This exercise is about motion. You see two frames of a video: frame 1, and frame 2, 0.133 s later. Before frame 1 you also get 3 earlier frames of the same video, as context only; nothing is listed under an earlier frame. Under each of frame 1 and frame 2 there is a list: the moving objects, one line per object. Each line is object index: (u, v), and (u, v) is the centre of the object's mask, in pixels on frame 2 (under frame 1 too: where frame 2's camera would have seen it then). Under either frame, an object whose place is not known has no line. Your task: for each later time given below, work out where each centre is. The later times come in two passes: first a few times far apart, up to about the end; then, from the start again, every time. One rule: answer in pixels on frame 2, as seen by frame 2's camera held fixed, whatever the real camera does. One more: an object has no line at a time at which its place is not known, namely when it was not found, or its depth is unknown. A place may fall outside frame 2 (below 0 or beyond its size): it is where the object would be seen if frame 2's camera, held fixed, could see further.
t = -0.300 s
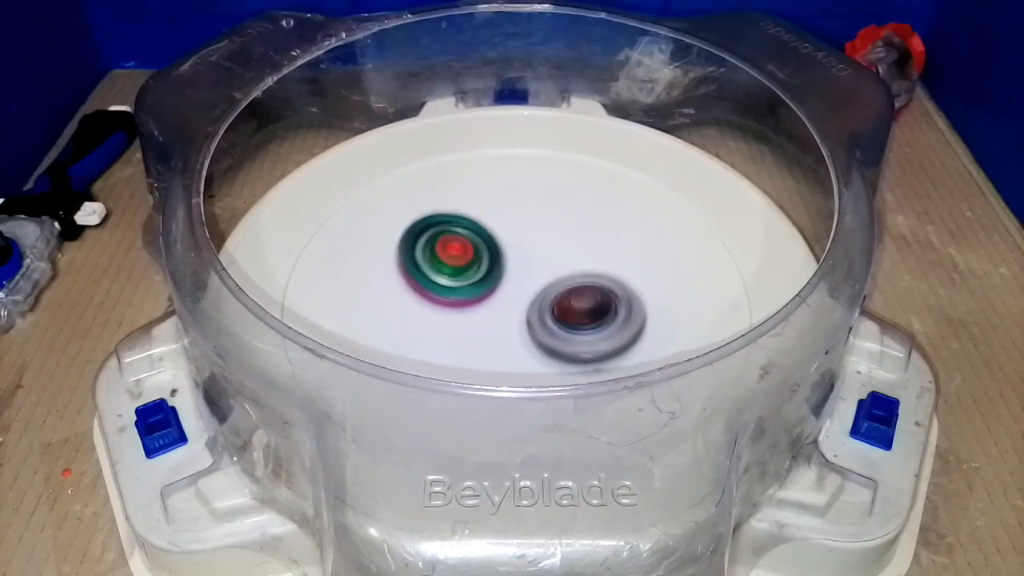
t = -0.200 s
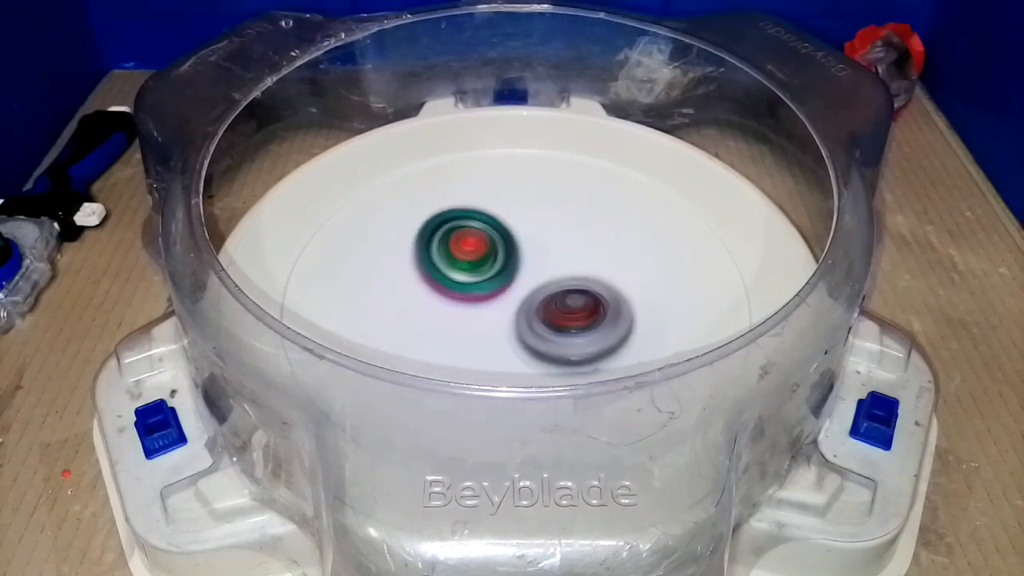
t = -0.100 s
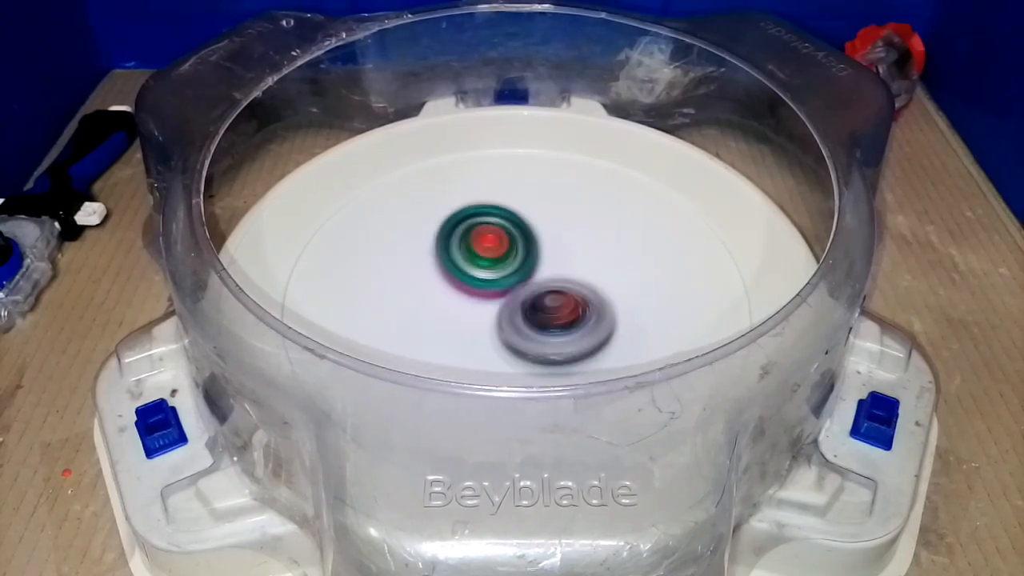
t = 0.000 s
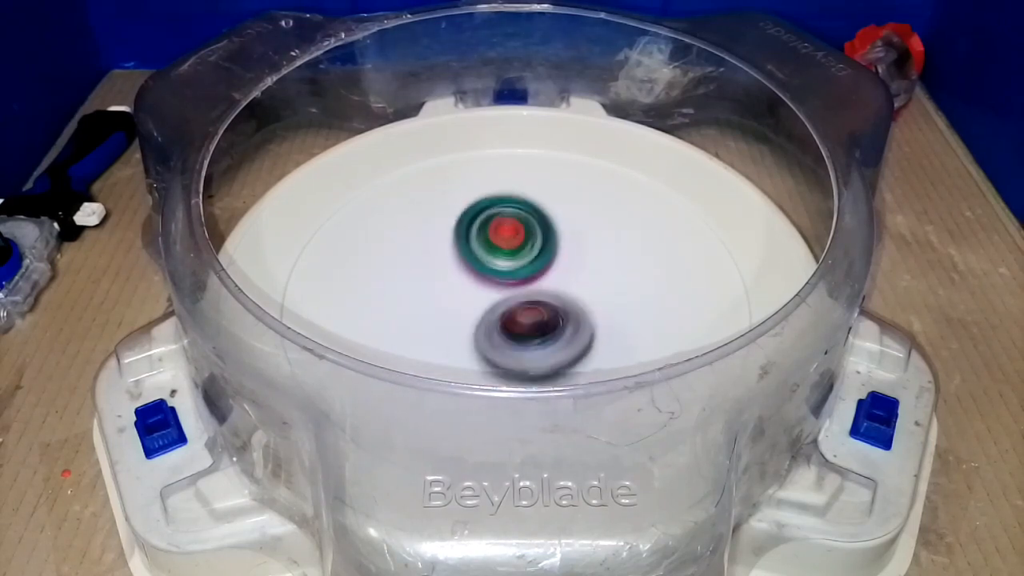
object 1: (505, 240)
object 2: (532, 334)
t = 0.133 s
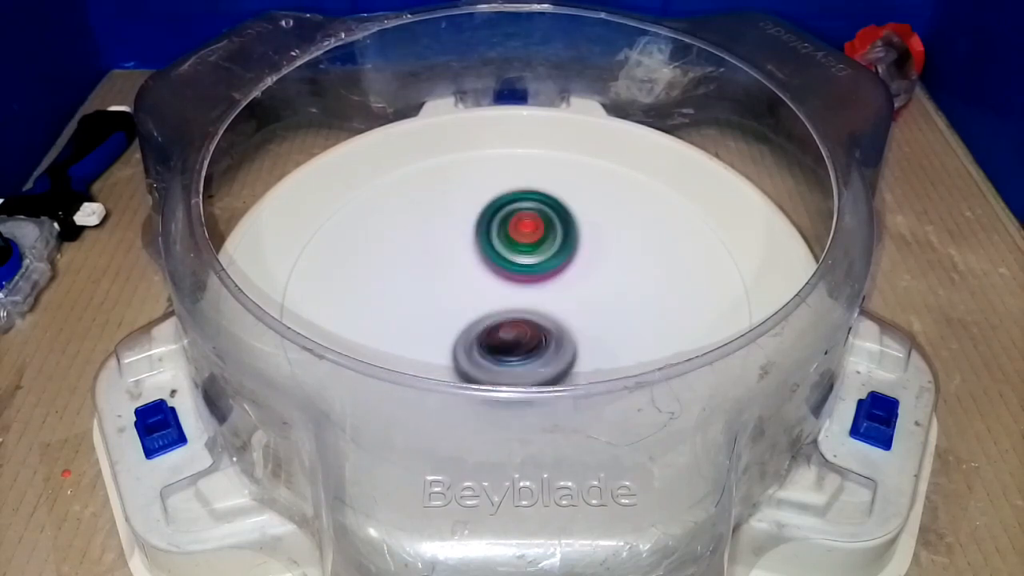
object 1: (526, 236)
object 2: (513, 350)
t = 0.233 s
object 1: (543, 239)
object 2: (499, 353)
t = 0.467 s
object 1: (574, 261)
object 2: (467, 340)
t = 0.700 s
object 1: (577, 289)
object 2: (447, 305)
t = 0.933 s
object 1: (556, 318)
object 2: (454, 268)
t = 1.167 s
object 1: (514, 335)
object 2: (477, 243)
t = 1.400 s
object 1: (465, 330)
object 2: (513, 239)
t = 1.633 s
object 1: (431, 308)
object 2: (538, 259)
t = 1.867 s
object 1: (430, 282)
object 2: (553, 290)
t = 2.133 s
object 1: (459, 260)
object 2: (540, 323)
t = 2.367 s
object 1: (499, 251)
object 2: (511, 334)
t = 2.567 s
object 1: (536, 257)
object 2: (479, 328)
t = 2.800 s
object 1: (565, 279)
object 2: (456, 307)
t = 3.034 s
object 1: (570, 306)
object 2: (451, 279)
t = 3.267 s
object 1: (548, 331)
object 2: (476, 260)
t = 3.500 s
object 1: (506, 346)
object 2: (505, 243)
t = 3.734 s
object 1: (463, 333)
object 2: (523, 239)
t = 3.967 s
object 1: (436, 305)
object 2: (535, 263)
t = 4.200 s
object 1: (426, 281)
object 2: (559, 287)
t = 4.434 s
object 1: (453, 263)
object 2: (548, 313)
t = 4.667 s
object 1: (489, 252)
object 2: (519, 334)
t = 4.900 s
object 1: (534, 257)
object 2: (471, 340)
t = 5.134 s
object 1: (560, 280)
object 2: (439, 326)
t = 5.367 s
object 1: (561, 310)
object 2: (439, 294)
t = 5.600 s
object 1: (536, 333)
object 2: (457, 266)
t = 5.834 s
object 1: (498, 351)
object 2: (488, 234)
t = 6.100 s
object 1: (457, 328)
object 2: (513, 255)
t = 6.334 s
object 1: (430, 307)
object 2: (573, 320)
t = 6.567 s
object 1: (449, 280)
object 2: (574, 357)
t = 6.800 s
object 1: (495, 267)
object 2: (492, 350)
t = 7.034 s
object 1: (561, 263)
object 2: (397, 290)
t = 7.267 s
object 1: (593, 277)
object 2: (395, 252)
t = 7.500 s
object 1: (584, 304)
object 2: (481, 244)
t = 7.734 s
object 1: (530, 323)
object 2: (555, 237)
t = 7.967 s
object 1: (445, 322)
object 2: (579, 266)
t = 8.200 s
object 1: (407, 303)
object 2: (561, 311)
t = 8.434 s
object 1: (419, 283)
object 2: (537, 340)
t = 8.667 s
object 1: (485, 257)
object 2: (510, 349)
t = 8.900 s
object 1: (582, 232)
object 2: (489, 344)
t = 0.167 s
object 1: (532, 237)
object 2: (509, 351)
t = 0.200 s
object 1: (538, 238)
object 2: (504, 352)
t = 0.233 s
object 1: (543, 239)
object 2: (499, 353)
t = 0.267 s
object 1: (549, 242)
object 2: (494, 353)
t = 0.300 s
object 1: (554, 244)
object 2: (489, 353)
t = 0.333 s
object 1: (558, 247)
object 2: (484, 351)
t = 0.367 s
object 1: (563, 250)
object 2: (479, 350)
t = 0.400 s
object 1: (567, 254)
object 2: (475, 347)
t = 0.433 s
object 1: (570, 258)
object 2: (471, 344)
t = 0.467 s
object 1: (574, 261)
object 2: (467, 340)
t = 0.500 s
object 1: (576, 265)
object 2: (463, 336)
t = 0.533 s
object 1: (578, 268)
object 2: (458, 331)
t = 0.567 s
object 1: (579, 272)
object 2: (455, 327)
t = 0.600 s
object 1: (580, 276)
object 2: (452, 320)
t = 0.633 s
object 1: (580, 281)
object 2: (450, 316)
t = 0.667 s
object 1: (579, 285)
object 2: (448, 310)
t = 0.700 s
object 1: (577, 289)
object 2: (447, 305)
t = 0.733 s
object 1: (576, 294)
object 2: (446, 299)
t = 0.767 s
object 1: (574, 298)
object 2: (446, 294)
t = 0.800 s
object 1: (571, 302)
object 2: (447, 288)
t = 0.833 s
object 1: (568, 307)
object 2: (447, 284)
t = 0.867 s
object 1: (564, 311)
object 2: (450, 278)
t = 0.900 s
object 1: (560, 315)
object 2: (447, 273)
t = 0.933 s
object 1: (556, 318)
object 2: (454, 268)
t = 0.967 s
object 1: (551, 322)
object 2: (456, 265)
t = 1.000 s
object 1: (546, 324)
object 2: (460, 260)
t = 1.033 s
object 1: (541, 327)
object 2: (459, 255)
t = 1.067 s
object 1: (534, 330)
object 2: (467, 252)
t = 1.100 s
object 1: (528, 332)
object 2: (471, 249)
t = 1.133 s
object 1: (521, 333)
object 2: (476, 246)
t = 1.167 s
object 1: (514, 335)
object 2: (477, 243)
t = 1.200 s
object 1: (507, 335)
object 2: (485, 241)
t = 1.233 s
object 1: (499, 336)
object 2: (486, 239)
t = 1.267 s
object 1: (493, 335)
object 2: (494, 239)
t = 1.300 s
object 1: (485, 335)
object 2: (495, 237)
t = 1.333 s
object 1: (478, 334)
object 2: (500, 237)
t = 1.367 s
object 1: (471, 332)
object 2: (505, 238)
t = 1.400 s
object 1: (465, 330)
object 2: (513, 239)
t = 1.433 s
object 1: (458, 328)
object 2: (516, 241)
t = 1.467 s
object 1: (452, 325)
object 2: (521, 243)
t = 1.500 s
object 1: (447, 322)
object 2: (525, 246)
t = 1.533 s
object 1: (442, 319)
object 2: (530, 248)
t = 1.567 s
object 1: (438, 316)
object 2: (533, 253)
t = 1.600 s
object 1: (434, 312)
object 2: (537, 255)
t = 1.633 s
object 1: (431, 308)
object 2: (538, 259)
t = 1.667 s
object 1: (429, 305)
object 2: (543, 263)
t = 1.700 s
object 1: (428, 301)
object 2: (546, 268)
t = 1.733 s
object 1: (427, 297)
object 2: (548, 271)
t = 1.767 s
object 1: (427, 293)
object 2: (550, 277)
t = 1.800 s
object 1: (427, 289)
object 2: (552, 281)
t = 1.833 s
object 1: (428, 285)
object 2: (553, 286)
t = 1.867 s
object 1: (430, 282)
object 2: (553, 290)
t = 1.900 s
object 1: (432, 278)
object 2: (554, 295)
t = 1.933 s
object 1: (434, 275)
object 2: (553, 299)
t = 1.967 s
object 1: (437, 272)
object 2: (553, 303)
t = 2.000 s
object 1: (440, 269)
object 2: (551, 308)
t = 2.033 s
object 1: (445, 266)
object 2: (550, 312)
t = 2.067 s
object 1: (449, 264)
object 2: (547, 316)
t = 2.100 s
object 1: (454, 261)
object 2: (546, 319)
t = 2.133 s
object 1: (459, 260)
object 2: (540, 323)
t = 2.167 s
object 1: (464, 258)
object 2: (539, 325)
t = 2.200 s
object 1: (470, 255)
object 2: (533, 328)
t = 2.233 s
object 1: (475, 254)
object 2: (531, 330)
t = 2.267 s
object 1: (481, 253)
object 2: (525, 332)
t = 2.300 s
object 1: (487, 252)
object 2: (521, 333)
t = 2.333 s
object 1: (493, 251)
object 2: (516, 334)
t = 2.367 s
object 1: (499, 251)
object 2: (511, 334)
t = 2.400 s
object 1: (506, 251)
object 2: (506, 334)
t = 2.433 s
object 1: (511, 251)
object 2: (500, 333)
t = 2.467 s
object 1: (518, 251)
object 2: (495, 332)
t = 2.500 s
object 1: (525, 253)
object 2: (489, 331)
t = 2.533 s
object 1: (530, 255)
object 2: (485, 330)
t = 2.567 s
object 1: (536, 257)
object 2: (479, 328)
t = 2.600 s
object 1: (541, 260)
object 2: (475, 326)
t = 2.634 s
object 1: (546, 262)
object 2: (471, 324)
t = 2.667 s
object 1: (551, 265)
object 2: (467, 321)
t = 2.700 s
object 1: (555, 268)
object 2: (463, 317)
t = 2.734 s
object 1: (559, 272)
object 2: (460, 314)
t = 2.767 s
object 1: (562, 275)
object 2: (458, 311)
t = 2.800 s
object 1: (565, 279)
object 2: (456, 307)
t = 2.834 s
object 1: (568, 283)
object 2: (454, 304)
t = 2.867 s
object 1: (570, 286)
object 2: (452, 300)
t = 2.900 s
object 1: (571, 290)
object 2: (452, 296)
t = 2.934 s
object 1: (571, 295)
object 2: (452, 292)
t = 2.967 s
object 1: (572, 299)
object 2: (452, 288)
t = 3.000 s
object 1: (571, 303)
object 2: (453, 284)
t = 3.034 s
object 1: (570, 306)
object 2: (451, 279)
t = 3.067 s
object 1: (569, 311)
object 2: (456, 277)
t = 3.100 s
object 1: (567, 314)
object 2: (459, 273)
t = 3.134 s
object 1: (564, 318)
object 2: (462, 270)
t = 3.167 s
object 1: (561, 322)
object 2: (465, 267)
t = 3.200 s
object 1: (557, 325)
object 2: (468, 264)
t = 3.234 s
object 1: (552, 328)
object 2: (466, 261)
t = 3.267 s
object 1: (548, 331)
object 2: (476, 260)
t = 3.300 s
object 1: (543, 333)
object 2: (479, 258)
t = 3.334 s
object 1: (537, 335)
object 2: (483, 256)
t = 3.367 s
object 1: (531, 337)
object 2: (484, 254)
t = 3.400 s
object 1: (525, 338)
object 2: (492, 253)
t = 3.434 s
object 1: (518, 340)
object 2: (493, 251)
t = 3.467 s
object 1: (512, 344)
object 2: (500, 246)
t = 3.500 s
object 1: (506, 346)
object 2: (505, 243)
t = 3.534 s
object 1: (500, 345)
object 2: (503, 240)
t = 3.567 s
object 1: (494, 344)
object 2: (510, 239)
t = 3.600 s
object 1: (488, 343)
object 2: (511, 236)
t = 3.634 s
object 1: (481, 341)
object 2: (517, 237)
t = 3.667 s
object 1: (475, 339)
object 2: (516, 236)
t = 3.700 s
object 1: (468, 336)
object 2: (523, 237)
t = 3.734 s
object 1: (463, 333)
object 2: (523, 239)
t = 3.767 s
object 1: (457, 329)
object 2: (527, 241)
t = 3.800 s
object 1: (452, 326)
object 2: (529, 243)
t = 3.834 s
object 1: (447, 322)
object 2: (530, 247)
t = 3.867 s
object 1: (443, 318)
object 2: (532, 250)
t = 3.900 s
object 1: (440, 314)
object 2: (532, 255)
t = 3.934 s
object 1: (438, 309)
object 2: (534, 258)
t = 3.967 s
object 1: (436, 305)
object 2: (535, 263)
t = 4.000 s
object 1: (431, 302)
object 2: (536, 267)
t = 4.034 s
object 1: (424, 299)
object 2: (549, 269)
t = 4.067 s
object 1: (422, 296)
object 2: (552, 273)
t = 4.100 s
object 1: (422, 292)
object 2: (553, 276)
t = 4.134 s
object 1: (423, 289)
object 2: (557, 280)
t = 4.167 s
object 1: (425, 285)
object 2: (558, 284)
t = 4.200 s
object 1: (426, 281)
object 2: (559, 287)
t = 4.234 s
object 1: (429, 278)
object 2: (559, 291)
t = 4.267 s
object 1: (431, 275)
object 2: (556, 294)
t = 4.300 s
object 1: (434, 272)
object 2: (558, 299)
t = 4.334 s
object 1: (438, 269)
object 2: (556, 303)
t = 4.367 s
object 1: (443, 267)
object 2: (551, 306)
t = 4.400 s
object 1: (447, 265)
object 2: (550, 310)
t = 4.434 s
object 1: (453, 263)
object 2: (548, 313)
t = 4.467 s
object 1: (457, 261)
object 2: (543, 316)
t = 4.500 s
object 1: (463, 259)
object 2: (537, 320)
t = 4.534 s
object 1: (467, 256)
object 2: (537, 324)
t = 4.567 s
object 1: (472, 254)
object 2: (532, 329)
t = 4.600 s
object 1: (478, 253)
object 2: (529, 330)
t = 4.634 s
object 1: (483, 252)
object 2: (525, 332)
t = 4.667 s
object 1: (489, 252)
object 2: (519, 334)
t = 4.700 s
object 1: (496, 252)
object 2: (515, 334)
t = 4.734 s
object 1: (502, 252)
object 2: (508, 335)
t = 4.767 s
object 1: (508, 253)
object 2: (503, 334)
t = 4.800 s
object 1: (515, 254)
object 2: (498, 334)
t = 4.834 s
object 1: (521, 254)
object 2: (488, 335)
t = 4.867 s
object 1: (528, 256)
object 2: (479, 337)
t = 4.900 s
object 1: (534, 257)
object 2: (471, 340)
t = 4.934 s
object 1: (539, 260)
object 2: (464, 339)
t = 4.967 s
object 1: (544, 262)
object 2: (460, 338)
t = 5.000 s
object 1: (548, 265)
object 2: (453, 337)
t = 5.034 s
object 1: (552, 269)
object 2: (449, 335)
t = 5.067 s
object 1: (555, 272)
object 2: (446, 333)
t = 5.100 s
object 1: (558, 276)
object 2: (441, 330)
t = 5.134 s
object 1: (560, 280)
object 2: (439, 326)
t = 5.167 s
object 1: (562, 284)
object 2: (436, 323)
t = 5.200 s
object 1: (563, 289)
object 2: (435, 317)
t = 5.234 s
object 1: (563, 293)
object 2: (435, 314)
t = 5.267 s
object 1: (562, 297)
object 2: (435, 310)
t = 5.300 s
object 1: (562, 301)
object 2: (438, 303)
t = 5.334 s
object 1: (560, 306)
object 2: (441, 301)
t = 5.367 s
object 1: (561, 310)
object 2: (439, 294)
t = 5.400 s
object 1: (562, 314)
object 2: (438, 289)
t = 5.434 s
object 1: (559, 318)
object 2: (439, 285)
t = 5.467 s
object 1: (555, 321)
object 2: (440, 279)
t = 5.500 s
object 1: (551, 324)
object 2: (443, 276)
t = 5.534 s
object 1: (547, 327)
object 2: (446, 273)
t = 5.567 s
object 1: (541, 330)
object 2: (451, 269)
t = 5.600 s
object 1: (536, 333)
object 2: (457, 266)
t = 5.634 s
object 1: (531, 335)
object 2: (461, 263)
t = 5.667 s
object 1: (525, 336)
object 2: (468, 258)
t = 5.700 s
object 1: (520, 337)
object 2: (473, 256)
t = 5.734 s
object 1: (515, 345)
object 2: (475, 246)
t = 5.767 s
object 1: (510, 350)
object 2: (481, 239)
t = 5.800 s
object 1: (505, 352)
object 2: (486, 235)
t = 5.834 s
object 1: (498, 351)
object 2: (488, 234)
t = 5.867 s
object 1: (492, 350)
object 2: (493, 233)
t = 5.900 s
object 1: (486, 349)
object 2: (492, 235)
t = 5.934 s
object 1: (480, 347)
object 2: (493, 236)
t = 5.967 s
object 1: (475, 345)
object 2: (497, 237)
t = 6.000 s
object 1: (470, 342)
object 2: (500, 241)
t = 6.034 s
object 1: (465, 337)
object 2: (501, 246)
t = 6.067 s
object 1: (461, 334)
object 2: (505, 250)
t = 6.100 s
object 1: (457, 328)
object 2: (513, 255)
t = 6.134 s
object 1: (447, 328)
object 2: (521, 260)
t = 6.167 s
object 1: (439, 326)
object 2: (529, 268)
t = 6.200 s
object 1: (436, 323)
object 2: (544, 277)
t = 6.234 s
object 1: (434, 319)
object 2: (556, 288)
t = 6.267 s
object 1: (432, 315)
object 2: (566, 296)
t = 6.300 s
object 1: (430, 311)
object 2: (575, 308)
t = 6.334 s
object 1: (430, 307)
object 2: (573, 320)
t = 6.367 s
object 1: (430, 303)
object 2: (577, 331)
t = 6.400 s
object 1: (432, 298)
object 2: (581, 339)
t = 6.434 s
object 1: (434, 294)
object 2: (587, 342)
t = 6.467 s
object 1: (436, 290)
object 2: (586, 347)
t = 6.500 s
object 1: (440, 286)
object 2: (583, 351)
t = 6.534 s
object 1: (444, 283)
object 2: (580, 354)
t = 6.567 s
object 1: (449, 280)
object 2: (574, 357)
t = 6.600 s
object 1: (454, 277)
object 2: (566, 359)
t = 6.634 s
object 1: (460, 275)
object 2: (556, 360)
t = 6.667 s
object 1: (467, 273)
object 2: (547, 361)
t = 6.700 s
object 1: (474, 271)
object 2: (536, 360)
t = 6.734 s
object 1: (481, 269)
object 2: (522, 357)
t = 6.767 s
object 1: (488, 268)
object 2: (507, 353)
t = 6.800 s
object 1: (495, 267)
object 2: (492, 350)
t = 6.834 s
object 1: (504, 266)
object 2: (476, 344)
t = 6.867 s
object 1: (514, 264)
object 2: (458, 336)
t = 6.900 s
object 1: (525, 263)
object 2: (443, 325)
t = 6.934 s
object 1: (536, 262)
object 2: (431, 317)
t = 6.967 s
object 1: (546, 262)
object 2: (419, 308)
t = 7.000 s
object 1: (554, 262)
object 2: (408, 299)
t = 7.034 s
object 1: (561, 263)
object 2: (397, 290)
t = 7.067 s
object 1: (568, 264)
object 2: (390, 281)
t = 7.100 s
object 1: (573, 265)
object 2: (386, 274)
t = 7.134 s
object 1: (579, 267)
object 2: (384, 268)
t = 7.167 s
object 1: (583, 269)
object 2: (383, 262)
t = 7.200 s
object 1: (587, 271)
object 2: (384, 258)
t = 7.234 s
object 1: (590, 274)
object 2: (389, 254)
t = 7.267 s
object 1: (593, 277)
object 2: (395, 252)
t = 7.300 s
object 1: (594, 281)
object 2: (403, 251)
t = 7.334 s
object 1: (595, 284)
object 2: (413, 249)
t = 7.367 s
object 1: (594, 288)
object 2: (425, 246)
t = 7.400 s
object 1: (593, 292)
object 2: (439, 246)
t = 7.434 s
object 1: (591, 296)
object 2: (452, 245)
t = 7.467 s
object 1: (588, 300)
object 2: (467, 244)
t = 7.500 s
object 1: (584, 304)
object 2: (481, 244)
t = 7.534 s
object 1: (579, 308)
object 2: (494, 243)
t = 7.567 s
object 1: (573, 311)
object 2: (508, 243)
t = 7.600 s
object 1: (567, 314)
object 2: (519, 241)
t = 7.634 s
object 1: (559, 317)
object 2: (530, 238)
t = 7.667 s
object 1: (550, 319)
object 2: (539, 237)
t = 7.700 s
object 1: (541, 322)
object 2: (547, 237)
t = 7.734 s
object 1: (530, 323)
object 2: (555, 237)
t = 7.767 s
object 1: (518, 325)
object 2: (561, 239)
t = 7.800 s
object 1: (505, 325)
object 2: (566, 243)
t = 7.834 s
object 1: (493, 326)
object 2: (570, 248)
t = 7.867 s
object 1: (480, 325)
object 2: (572, 252)
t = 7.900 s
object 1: (468, 325)
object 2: (575, 257)
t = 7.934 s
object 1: (457, 323)
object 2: (577, 261)
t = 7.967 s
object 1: (445, 322)
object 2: (579, 266)
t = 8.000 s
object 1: (435, 320)
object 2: (578, 272)
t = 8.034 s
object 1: (427, 317)
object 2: (576, 278)
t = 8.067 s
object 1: (421, 315)
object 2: (574, 285)
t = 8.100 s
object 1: (416, 312)
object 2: (572, 292)
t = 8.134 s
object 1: (412, 309)
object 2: (569, 298)
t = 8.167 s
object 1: (409, 307)
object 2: (565, 305)
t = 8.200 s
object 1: (407, 303)
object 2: (561, 311)
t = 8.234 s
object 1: (406, 300)
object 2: (557, 317)
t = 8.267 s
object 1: (406, 296)
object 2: (553, 322)
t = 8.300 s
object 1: (407, 293)
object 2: (550, 327)
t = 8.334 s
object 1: (408, 290)
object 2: (548, 331)
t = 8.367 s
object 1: (411, 287)
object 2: (544, 335)
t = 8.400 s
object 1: (414, 285)
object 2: (541, 338)
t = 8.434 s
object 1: (419, 283)
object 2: (537, 340)
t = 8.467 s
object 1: (423, 280)
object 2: (534, 342)
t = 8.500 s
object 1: (430, 279)
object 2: (529, 343)
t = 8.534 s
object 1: (436, 277)
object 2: (526, 343)
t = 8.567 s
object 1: (445, 275)
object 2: (522, 343)
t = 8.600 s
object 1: (455, 272)
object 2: (518, 343)
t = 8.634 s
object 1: (470, 264)
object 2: (514, 347)
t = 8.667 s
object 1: (485, 257)
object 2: (510, 349)
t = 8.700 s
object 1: (501, 252)
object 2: (506, 349)
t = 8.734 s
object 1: (517, 248)
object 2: (500, 350)
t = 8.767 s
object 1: (533, 243)
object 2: (493, 349)
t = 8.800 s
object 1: (547, 239)
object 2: (488, 348)
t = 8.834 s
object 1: (560, 234)
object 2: (486, 347)
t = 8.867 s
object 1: (571, 233)
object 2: (487, 346)
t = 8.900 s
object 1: (582, 232)
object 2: (489, 344)
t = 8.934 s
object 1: (591, 231)
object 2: (494, 341)
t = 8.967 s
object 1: (599, 230)
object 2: (500, 338)
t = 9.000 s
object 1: (604, 231)
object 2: (505, 337)
